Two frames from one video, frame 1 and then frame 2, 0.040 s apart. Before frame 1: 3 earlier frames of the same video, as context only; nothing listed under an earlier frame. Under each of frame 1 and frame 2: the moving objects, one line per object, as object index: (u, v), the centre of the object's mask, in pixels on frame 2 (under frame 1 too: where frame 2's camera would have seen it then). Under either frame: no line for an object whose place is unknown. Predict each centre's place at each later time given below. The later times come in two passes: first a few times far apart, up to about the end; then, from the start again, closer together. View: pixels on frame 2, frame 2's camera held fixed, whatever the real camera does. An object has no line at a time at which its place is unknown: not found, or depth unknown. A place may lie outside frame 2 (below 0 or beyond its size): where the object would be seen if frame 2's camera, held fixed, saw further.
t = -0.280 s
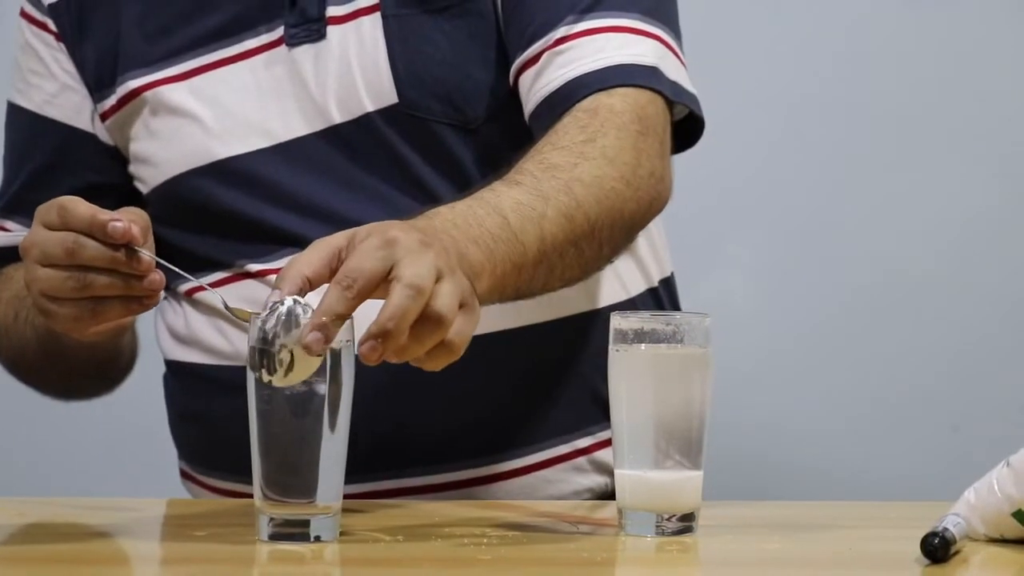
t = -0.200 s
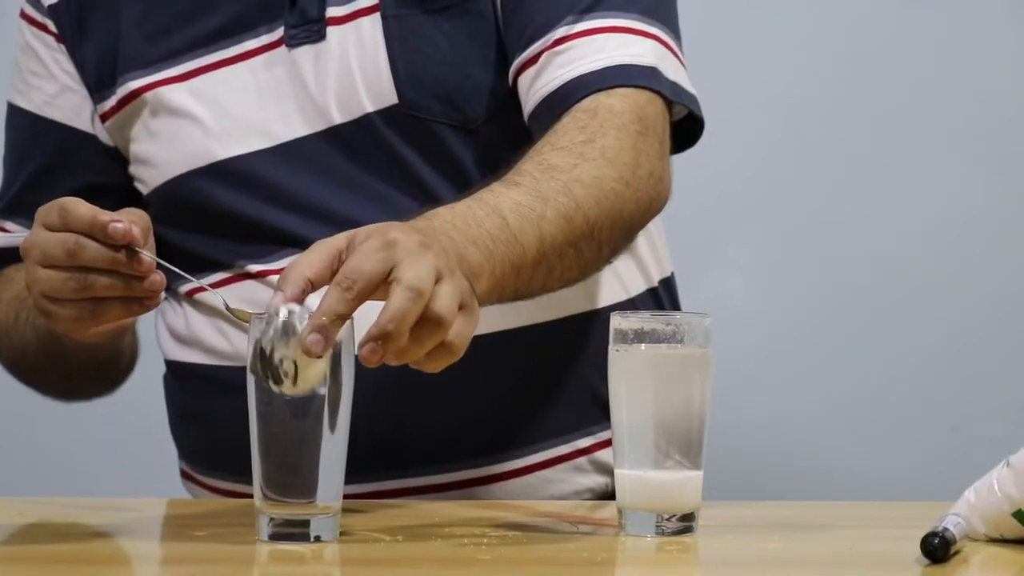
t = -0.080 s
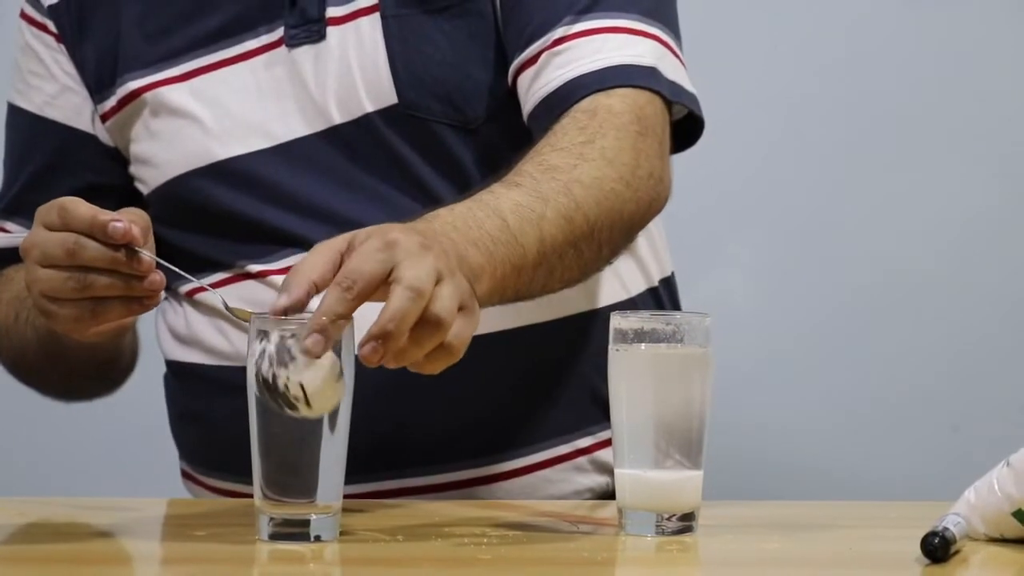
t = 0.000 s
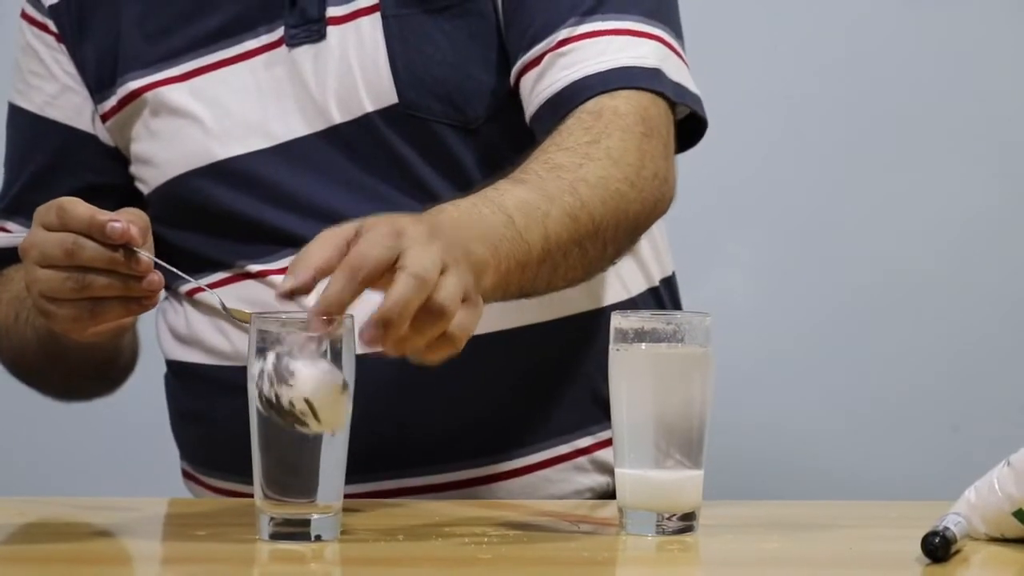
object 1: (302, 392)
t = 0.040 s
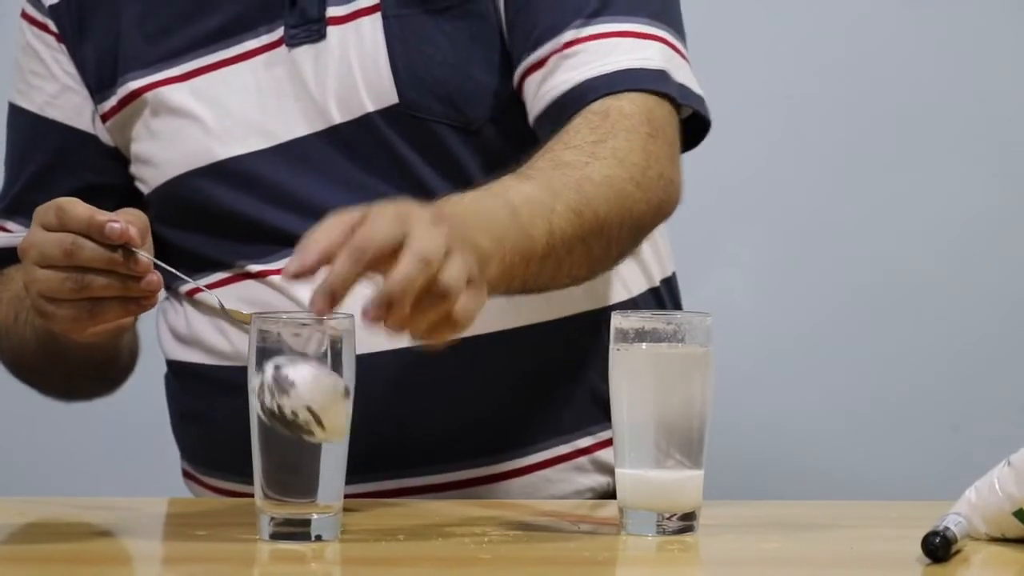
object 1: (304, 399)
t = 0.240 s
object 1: (305, 438)
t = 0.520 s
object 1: (296, 472)
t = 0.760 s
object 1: (300, 474)
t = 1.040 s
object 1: (303, 475)
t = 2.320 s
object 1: (301, 475)
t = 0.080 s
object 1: (304, 407)
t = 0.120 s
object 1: (304, 416)
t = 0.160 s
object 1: (304, 423)
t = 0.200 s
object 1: (304, 431)
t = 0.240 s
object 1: (305, 438)
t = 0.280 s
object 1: (305, 445)
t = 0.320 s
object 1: (303, 452)
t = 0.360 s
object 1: (301, 459)
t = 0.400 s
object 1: (300, 462)
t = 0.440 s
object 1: (298, 467)
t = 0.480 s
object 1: (297, 470)
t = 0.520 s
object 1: (296, 472)
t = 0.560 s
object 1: (296, 473)
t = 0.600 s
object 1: (296, 475)
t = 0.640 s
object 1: (297, 475)
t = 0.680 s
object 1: (298, 475)
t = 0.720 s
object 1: (299, 474)
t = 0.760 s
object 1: (300, 474)
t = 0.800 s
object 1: (301, 474)
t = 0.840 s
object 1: (301, 475)
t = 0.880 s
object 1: (302, 475)
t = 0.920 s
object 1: (302, 475)
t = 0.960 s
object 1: (303, 475)
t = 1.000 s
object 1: (303, 475)
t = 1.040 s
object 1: (303, 475)
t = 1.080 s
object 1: (304, 474)
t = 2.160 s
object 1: (302, 476)
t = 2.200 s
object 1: (302, 476)
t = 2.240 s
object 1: (302, 475)
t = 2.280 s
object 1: (301, 475)
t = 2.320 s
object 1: (301, 475)
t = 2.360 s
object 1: (301, 475)
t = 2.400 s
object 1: (301, 476)
